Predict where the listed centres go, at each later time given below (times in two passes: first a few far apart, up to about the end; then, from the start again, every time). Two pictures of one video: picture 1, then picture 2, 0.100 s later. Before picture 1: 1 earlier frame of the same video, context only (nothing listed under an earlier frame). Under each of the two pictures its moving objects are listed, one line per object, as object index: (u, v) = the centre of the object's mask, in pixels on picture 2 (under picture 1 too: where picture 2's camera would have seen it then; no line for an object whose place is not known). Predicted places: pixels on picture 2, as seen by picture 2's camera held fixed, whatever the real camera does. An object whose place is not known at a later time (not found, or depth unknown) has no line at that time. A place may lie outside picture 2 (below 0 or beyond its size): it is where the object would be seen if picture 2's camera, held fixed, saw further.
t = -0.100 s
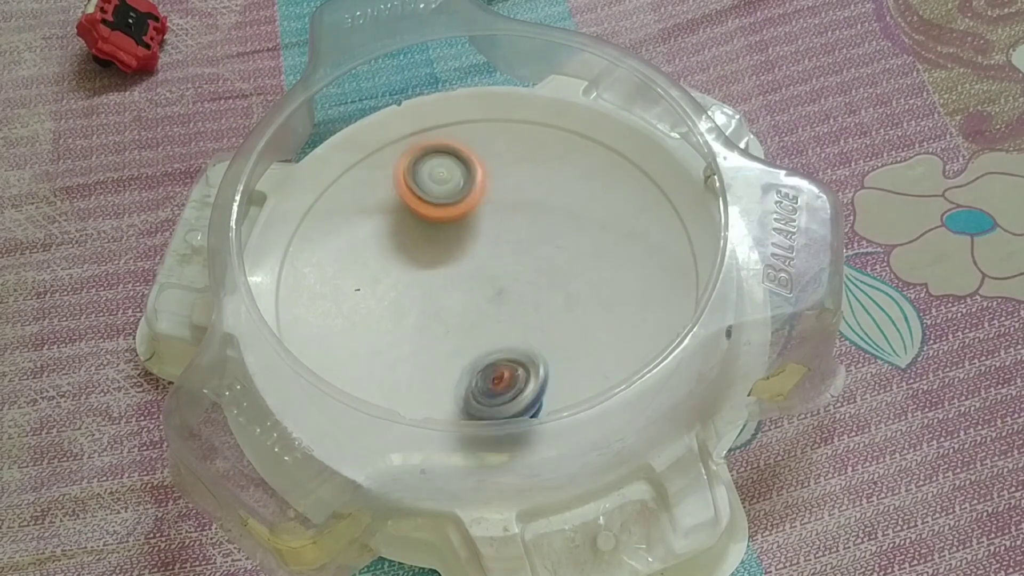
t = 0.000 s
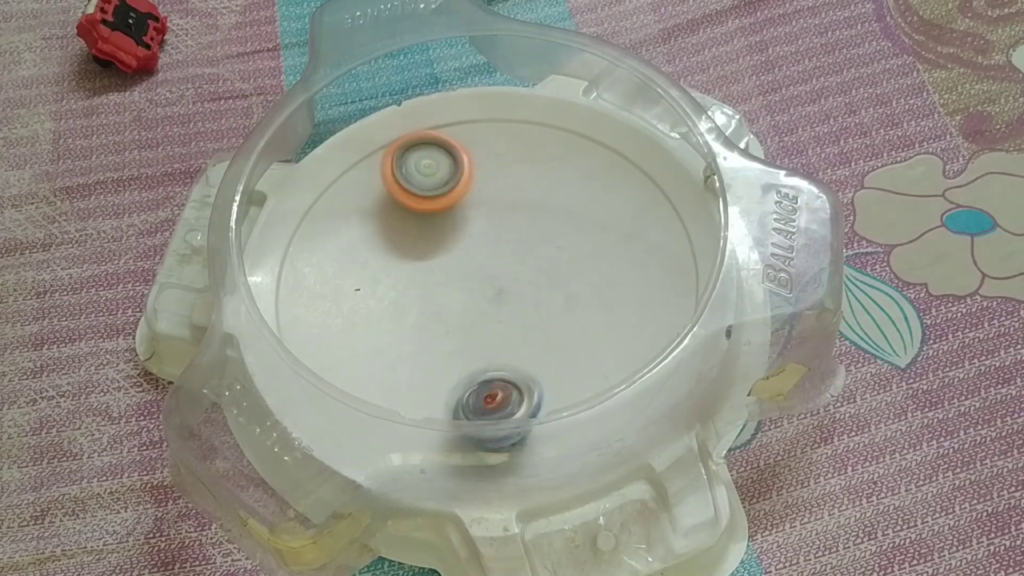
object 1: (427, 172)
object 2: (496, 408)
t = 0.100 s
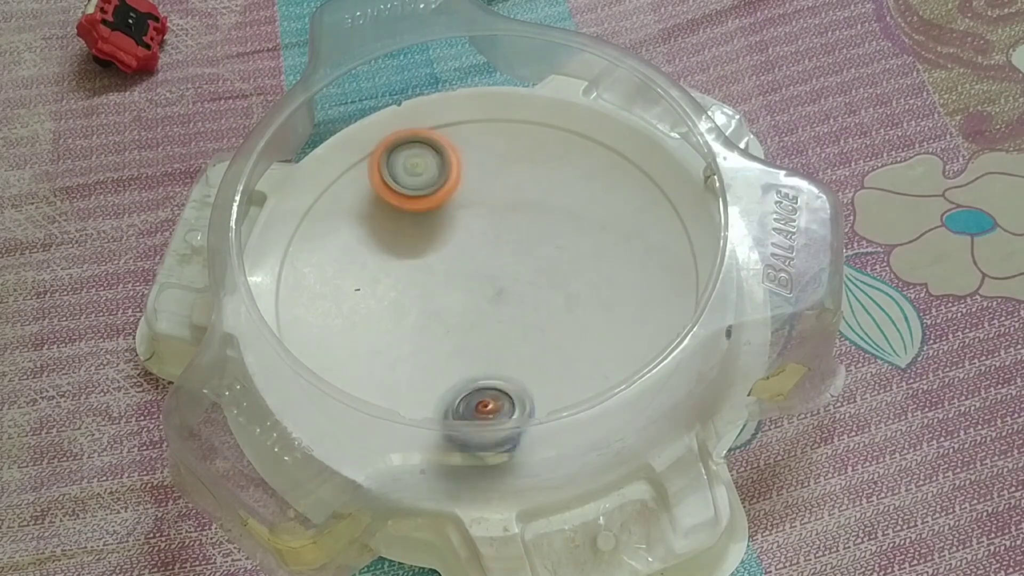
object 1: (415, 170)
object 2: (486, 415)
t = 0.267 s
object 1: (416, 190)
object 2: (475, 387)
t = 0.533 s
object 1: (465, 227)
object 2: (481, 307)
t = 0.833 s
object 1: (552, 208)
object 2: (457, 397)
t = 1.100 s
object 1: (570, 244)
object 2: (484, 382)
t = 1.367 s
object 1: (577, 273)
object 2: (496, 330)
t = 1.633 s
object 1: (550, 302)
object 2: (448, 299)
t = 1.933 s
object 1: (514, 327)
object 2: (426, 234)
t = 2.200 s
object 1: (467, 320)
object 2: (488, 198)
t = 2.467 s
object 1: (450, 299)
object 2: (571, 218)
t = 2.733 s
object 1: (457, 265)
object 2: (585, 295)
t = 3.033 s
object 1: (493, 234)
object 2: (515, 352)
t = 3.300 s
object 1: (533, 224)
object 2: (460, 340)
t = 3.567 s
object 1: (566, 237)
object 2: (433, 321)
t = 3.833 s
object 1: (566, 268)
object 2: (429, 292)
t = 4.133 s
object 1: (532, 293)
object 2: (425, 283)
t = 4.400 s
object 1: (504, 306)
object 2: (425, 286)
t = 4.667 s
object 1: (515, 313)
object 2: (422, 271)
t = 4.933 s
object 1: (537, 307)
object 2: (425, 273)
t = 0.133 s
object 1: (412, 172)
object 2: (486, 414)
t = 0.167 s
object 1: (411, 175)
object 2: (483, 411)
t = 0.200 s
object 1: (411, 180)
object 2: (481, 408)
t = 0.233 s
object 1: (413, 184)
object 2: (480, 394)
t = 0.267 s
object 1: (416, 190)
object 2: (475, 387)
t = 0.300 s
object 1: (421, 195)
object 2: (474, 381)
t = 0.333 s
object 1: (426, 200)
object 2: (473, 370)
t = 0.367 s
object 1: (432, 205)
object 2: (471, 360)
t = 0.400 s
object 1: (438, 209)
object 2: (472, 349)
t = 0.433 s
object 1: (445, 214)
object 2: (473, 338)
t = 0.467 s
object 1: (451, 219)
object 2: (475, 328)
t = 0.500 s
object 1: (458, 223)
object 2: (478, 318)
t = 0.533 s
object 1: (465, 227)
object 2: (481, 307)
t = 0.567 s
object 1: (472, 228)
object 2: (484, 301)
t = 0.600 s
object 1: (487, 218)
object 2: (473, 316)
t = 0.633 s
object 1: (504, 204)
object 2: (463, 343)
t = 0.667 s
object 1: (518, 197)
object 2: (459, 361)
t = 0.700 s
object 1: (528, 196)
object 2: (455, 372)
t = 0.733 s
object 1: (536, 199)
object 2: (454, 380)
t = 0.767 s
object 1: (542, 201)
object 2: (456, 383)
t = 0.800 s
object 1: (548, 204)
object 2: (456, 387)
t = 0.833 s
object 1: (552, 208)
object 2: (457, 397)
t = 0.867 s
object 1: (557, 212)
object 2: (458, 402)
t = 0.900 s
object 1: (560, 216)
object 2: (460, 406)
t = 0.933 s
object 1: (563, 220)
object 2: (464, 407)
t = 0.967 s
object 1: (565, 225)
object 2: (466, 406)
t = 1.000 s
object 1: (566, 230)
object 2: (471, 403)
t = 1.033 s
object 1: (568, 235)
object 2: (474, 393)
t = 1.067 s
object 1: (569, 239)
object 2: (480, 388)
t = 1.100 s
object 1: (570, 244)
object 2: (484, 382)
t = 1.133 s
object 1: (570, 250)
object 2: (491, 375)
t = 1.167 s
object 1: (570, 254)
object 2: (495, 367)
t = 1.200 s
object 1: (571, 259)
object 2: (502, 358)
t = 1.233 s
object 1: (570, 266)
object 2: (508, 350)
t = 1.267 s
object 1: (569, 271)
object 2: (515, 343)
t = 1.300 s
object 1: (570, 273)
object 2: (514, 337)
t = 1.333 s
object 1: (573, 273)
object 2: (506, 331)
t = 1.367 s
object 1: (577, 273)
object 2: (496, 330)
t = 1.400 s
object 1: (579, 275)
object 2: (489, 329)
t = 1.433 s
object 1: (579, 278)
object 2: (483, 327)
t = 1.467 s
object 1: (576, 283)
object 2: (477, 323)
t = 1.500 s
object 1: (572, 287)
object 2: (472, 320)
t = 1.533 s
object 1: (566, 291)
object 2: (466, 316)
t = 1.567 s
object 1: (560, 295)
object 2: (462, 311)
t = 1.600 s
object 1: (553, 299)
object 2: (456, 306)
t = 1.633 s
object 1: (550, 302)
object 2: (448, 299)
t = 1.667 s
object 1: (545, 305)
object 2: (443, 294)
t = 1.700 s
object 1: (539, 308)
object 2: (443, 291)
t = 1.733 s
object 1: (543, 314)
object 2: (430, 282)
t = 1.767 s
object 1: (541, 317)
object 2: (424, 273)
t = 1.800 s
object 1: (538, 320)
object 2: (422, 266)
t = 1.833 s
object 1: (532, 322)
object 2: (420, 256)
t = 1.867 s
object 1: (527, 324)
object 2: (421, 249)
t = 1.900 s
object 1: (520, 326)
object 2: (423, 241)
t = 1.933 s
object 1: (514, 327)
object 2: (426, 234)
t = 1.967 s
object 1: (509, 327)
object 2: (431, 228)
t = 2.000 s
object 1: (502, 327)
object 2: (435, 221)
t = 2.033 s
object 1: (495, 327)
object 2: (443, 215)
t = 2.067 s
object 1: (489, 326)
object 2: (451, 210)
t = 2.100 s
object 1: (484, 325)
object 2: (459, 206)
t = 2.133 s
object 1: (478, 324)
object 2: (468, 201)
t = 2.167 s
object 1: (472, 322)
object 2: (478, 199)
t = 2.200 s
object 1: (467, 320)
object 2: (488, 198)
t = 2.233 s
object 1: (462, 318)
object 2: (498, 197)
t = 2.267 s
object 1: (459, 315)
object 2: (509, 199)
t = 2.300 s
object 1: (455, 312)
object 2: (520, 200)
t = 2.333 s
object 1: (453, 309)
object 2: (531, 200)
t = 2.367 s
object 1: (451, 307)
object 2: (542, 205)
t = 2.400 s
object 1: (451, 305)
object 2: (553, 209)
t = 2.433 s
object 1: (450, 302)
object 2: (561, 215)
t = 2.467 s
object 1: (450, 299)
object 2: (571, 218)
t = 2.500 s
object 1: (449, 296)
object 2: (576, 226)
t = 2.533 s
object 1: (448, 292)
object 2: (581, 235)
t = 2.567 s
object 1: (448, 288)
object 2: (586, 243)
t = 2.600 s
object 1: (448, 283)
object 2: (589, 254)
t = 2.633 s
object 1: (449, 278)
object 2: (592, 263)
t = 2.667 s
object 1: (451, 274)
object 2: (589, 272)
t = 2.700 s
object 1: (454, 269)
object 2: (586, 283)
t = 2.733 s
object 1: (457, 265)
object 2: (585, 295)
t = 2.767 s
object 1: (460, 261)
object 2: (582, 303)
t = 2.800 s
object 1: (463, 256)
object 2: (573, 311)
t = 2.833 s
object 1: (467, 253)
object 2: (564, 320)
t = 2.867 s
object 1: (471, 249)
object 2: (558, 329)
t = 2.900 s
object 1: (475, 246)
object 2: (550, 334)
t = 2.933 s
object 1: (479, 242)
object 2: (540, 338)
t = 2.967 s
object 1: (483, 240)
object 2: (531, 344)
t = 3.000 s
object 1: (488, 236)
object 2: (523, 348)
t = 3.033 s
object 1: (493, 234)
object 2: (515, 352)
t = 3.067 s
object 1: (498, 231)
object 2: (508, 352)
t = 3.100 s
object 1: (504, 229)
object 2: (500, 352)
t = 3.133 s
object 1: (508, 228)
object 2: (491, 351)
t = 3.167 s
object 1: (513, 226)
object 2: (482, 350)
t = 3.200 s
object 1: (518, 225)
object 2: (476, 350)
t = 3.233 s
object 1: (524, 224)
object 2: (473, 347)
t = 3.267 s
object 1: (528, 224)
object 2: (466, 343)
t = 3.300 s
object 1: (533, 224)
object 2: (460, 340)
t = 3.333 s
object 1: (538, 225)
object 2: (454, 337)
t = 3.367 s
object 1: (542, 226)
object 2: (448, 333)
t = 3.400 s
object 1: (547, 227)
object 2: (444, 330)
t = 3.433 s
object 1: (551, 229)
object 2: (439, 327)
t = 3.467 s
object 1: (555, 231)
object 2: (435, 326)
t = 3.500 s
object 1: (559, 232)
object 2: (431, 325)
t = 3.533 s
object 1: (562, 234)
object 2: (431, 324)
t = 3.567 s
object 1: (566, 237)
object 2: (433, 321)
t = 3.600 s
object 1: (568, 240)
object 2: (434, 319)
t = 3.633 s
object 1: (569, 243)
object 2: (433, 316)
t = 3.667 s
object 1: (571, 247)
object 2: (431, 313)
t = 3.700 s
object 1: (571, 250)
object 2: (429, 309)
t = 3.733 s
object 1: (571, 254)
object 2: (432, 306)
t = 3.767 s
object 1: (570, 258)
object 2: (433, 302)
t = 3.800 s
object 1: (568, 263)
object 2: (432, 297)
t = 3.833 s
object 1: (566, 268)
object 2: (429, 292)
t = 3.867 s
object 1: (563, 272)
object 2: (428, 288)
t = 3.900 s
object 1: (558, 276)
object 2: (426, 285)
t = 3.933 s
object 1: (553, 279)
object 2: (424, 283)
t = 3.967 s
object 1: (550, 280)
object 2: (422, 281)
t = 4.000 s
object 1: (548, 281)
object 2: (419, 281)
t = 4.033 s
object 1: (545, 284)
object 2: (421, 280)
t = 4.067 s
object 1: (541, 287)
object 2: (423, 281)
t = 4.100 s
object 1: (537, 290)
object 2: (425, 281)
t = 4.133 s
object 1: (532, 293)
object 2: (425, 283)
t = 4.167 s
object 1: (526, 296)
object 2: (424, 284)
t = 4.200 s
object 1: (521, 298)
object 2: (423, 286)
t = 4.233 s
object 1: (515, 300)
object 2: (422, 286)
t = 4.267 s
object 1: (509, 302)
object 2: (423, 287)
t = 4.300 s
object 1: (504, 302)
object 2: (423, 287)
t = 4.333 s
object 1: (501, 304)
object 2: (424, 286)
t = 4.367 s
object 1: (503, 305)
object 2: (425, 286)
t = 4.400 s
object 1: (504, 306)
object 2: (425, 286)
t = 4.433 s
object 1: (503, 307)
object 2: (423, 285)
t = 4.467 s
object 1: (504, 308)
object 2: (423, 282)
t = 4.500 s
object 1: (506, 310)
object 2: (424, 278)
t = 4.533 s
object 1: (508, 311)
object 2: (423, 274)
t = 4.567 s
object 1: (510, 312)
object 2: (423, 271)
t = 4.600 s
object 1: (511, 312)
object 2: (422, 269)
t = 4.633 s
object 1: (513, 313)
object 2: (420, 271)
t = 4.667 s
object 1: (515, 313)
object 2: (422, 271)
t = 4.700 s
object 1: (517, 313)
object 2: (426, 272)
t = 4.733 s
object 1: (518, 312)
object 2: (430, 273)
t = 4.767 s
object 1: (519, 311)
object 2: (432, 275)
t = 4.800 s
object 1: (520, 309)
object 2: (435, 278)
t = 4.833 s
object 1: (526, 310)
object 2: (430, 280)
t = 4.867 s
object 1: (529, 309)
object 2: (424, 278)
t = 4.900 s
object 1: (533, 308)
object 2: (423, 276)
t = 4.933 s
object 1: (537, 307)
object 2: (425, 273)
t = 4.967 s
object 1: (540, 306)
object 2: (428, 271)
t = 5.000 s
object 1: (545, 304)
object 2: (431, 272)
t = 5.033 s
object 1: (547, 302)
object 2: (434, 274)
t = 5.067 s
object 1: (550, 301)
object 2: (436, 278)
